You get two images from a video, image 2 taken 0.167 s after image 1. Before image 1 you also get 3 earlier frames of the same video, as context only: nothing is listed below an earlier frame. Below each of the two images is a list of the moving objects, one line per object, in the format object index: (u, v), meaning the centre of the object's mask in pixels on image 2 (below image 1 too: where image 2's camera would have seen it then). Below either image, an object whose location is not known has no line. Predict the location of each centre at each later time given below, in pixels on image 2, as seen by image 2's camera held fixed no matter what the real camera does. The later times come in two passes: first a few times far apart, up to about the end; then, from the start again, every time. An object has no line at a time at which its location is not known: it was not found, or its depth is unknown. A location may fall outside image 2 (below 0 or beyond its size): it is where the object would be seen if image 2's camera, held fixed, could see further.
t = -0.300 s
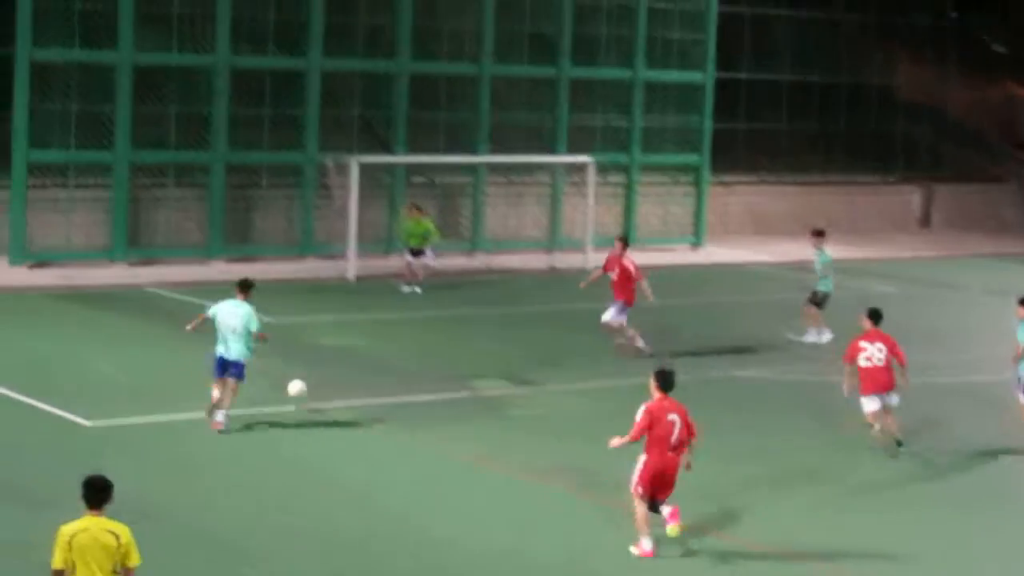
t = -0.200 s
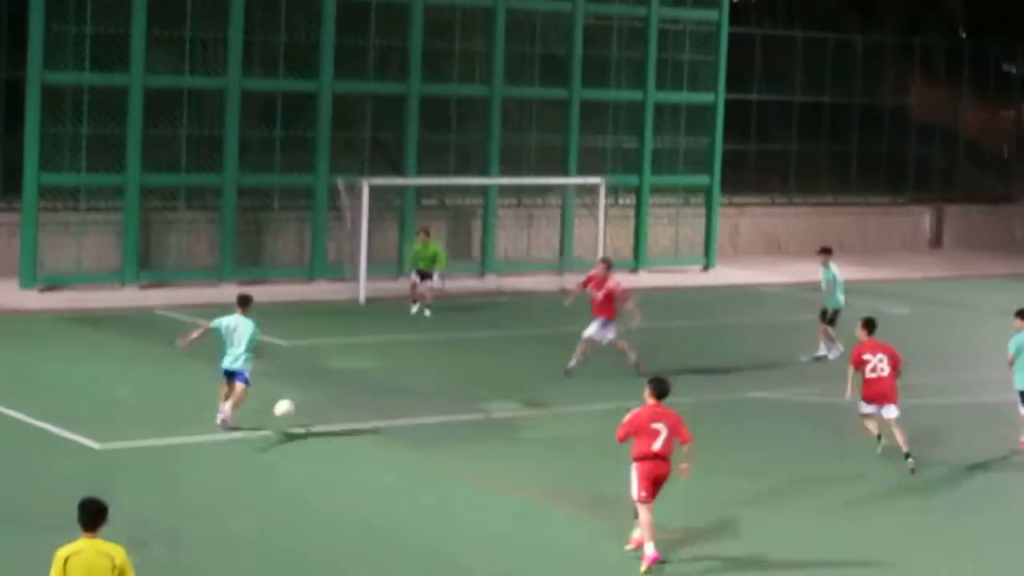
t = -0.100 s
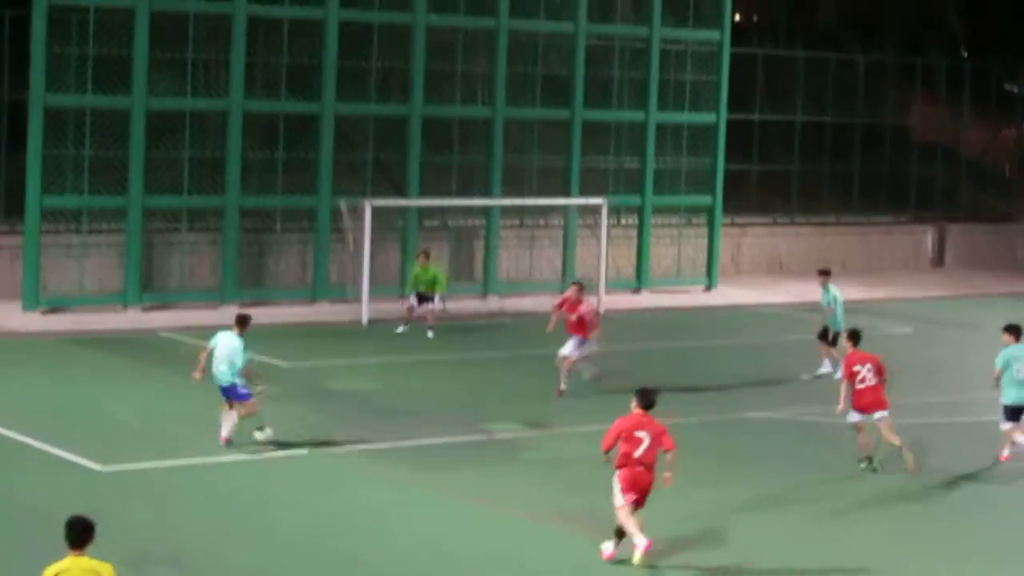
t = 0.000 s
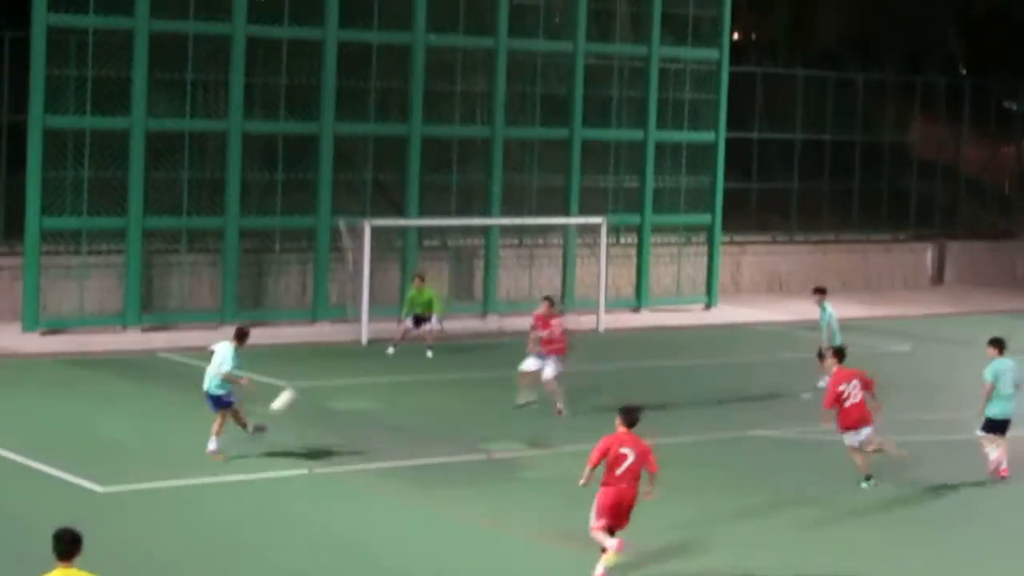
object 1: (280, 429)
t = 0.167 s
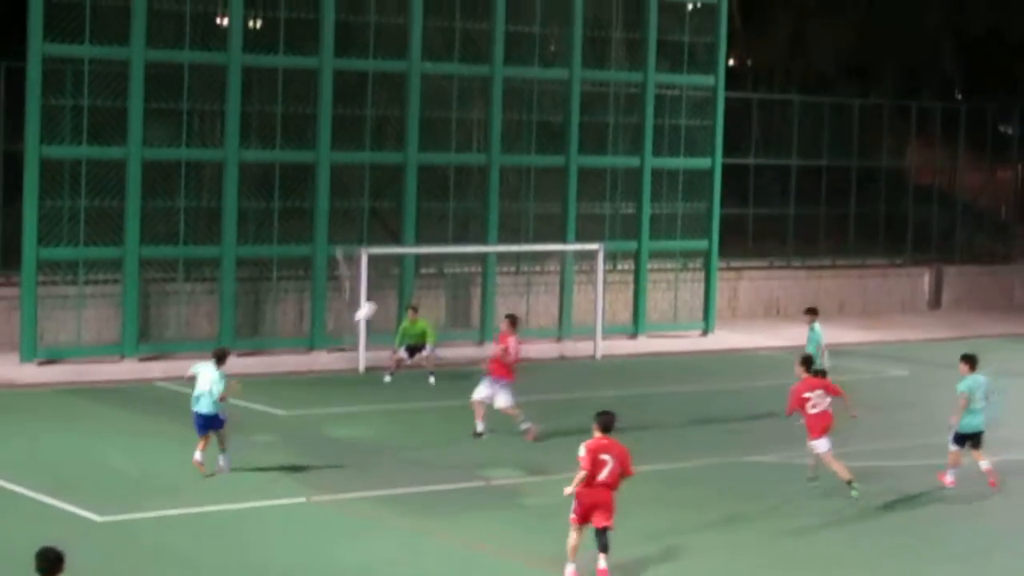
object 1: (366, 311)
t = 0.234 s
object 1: (392, 276)
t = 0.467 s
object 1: (468, 183)
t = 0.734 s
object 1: (527, 128)
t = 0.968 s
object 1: (566, 112)
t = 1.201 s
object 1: (624, 114)
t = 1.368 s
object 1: (681, 127)
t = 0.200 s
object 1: (379, 293)
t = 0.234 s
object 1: (392, 276)
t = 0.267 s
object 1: (404, 260)
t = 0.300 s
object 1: (417, 243)
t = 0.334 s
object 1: (428, 230)
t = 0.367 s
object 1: (439, 217)
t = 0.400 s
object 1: (449, 205)
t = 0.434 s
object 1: (458, 194)
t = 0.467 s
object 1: (468, 183)
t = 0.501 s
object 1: (476, 174)
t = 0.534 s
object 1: (484, 166)
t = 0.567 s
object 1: (492, 157)
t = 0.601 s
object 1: (501, 149)
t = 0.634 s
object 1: (508, 144)
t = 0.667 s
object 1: (514, 138)
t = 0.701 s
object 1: (521, 132)
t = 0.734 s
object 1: (527, 128)
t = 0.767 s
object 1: (533, 125)
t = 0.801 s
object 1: (539, 121)
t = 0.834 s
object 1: (545, 118)
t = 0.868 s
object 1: (551, 116)
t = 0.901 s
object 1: (556, 114)
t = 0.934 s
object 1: (561, 112)
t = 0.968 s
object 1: (566, 112)
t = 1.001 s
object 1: (572, 111)
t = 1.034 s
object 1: (576, 110)
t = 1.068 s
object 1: (580, 111)
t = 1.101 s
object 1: (588, 112)
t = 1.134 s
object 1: (600, 112)
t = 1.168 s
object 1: (612, 113)
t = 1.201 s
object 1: (624, 114)
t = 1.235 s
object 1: (636, 115)
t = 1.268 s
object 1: (648, 118)
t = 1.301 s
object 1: (660, 121)
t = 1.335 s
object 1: (670, 123)
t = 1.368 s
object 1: (681, 127)
